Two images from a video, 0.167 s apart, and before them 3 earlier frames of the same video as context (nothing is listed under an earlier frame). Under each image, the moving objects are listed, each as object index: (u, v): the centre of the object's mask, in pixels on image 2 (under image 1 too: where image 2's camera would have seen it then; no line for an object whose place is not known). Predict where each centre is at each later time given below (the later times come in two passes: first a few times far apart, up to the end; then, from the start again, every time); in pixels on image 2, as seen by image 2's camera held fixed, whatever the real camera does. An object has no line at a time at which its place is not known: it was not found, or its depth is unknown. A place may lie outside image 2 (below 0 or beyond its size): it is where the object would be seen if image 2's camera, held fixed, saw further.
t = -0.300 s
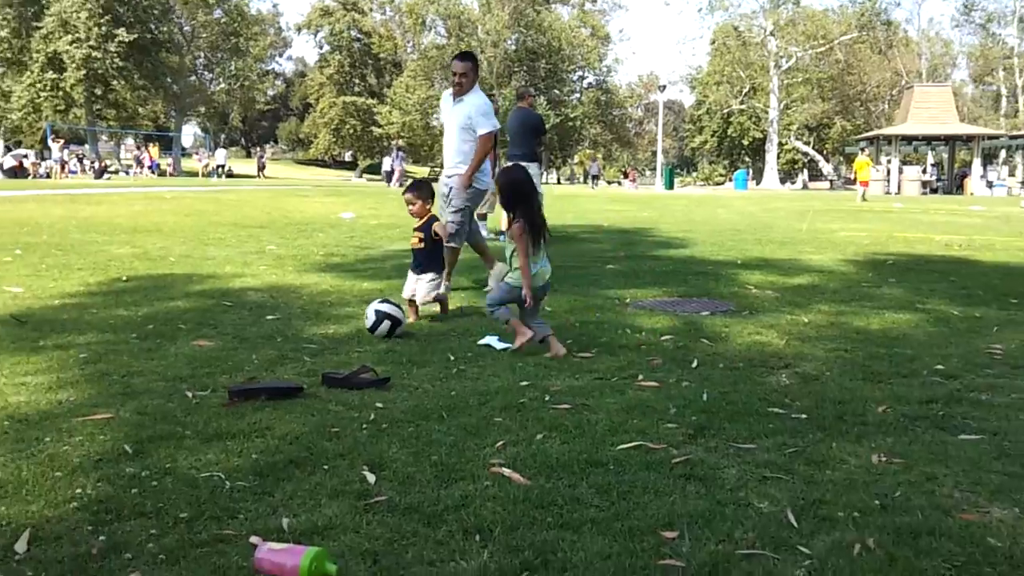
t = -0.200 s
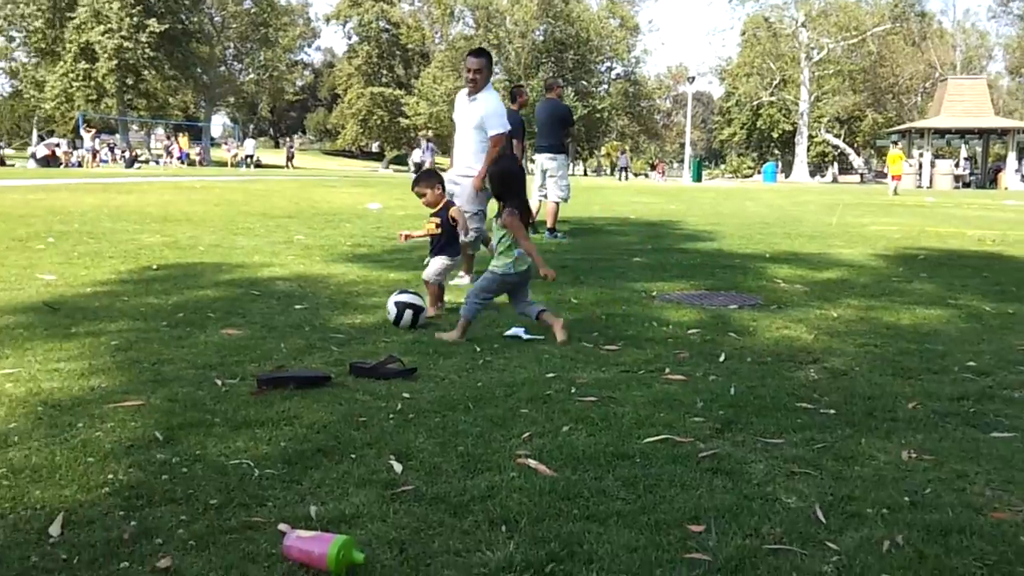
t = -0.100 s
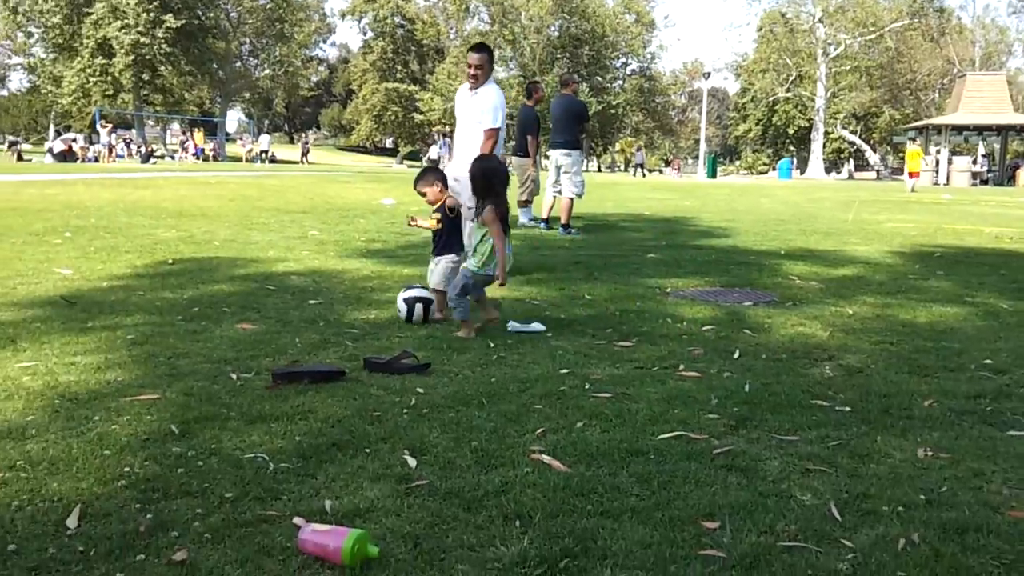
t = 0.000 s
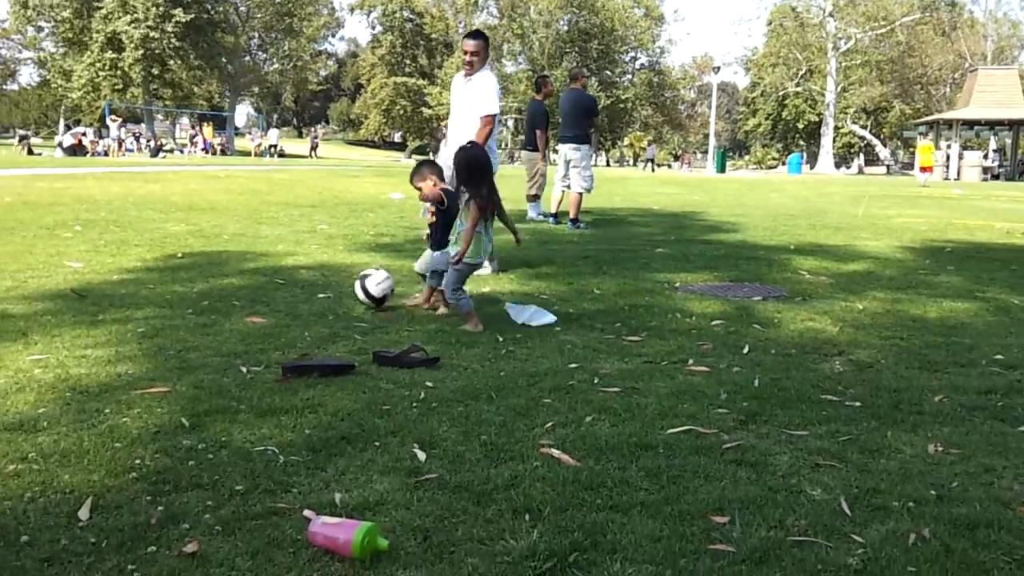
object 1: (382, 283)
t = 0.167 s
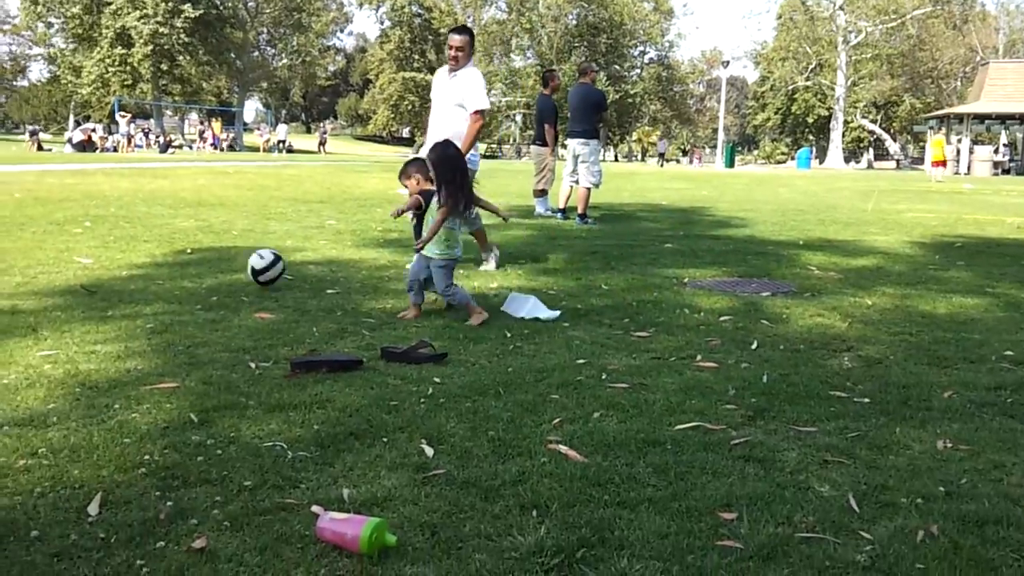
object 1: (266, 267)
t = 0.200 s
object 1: (250, 263)
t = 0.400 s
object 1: (167, 254)
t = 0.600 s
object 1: (100, 251)
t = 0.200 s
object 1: (250, 263)
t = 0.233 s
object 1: (235, 260)
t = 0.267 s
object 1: (220, 259)
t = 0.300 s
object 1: (205, 260)
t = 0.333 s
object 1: (192, 263)
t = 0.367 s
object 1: (179, 259)
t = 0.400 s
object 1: (167, 254)
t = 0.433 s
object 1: (155, 251)
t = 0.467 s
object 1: (143, 249)
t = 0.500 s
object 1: (132, 249)
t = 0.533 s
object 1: (121, 251)
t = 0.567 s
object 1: (111, 252)
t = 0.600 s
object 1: (100, 251)
